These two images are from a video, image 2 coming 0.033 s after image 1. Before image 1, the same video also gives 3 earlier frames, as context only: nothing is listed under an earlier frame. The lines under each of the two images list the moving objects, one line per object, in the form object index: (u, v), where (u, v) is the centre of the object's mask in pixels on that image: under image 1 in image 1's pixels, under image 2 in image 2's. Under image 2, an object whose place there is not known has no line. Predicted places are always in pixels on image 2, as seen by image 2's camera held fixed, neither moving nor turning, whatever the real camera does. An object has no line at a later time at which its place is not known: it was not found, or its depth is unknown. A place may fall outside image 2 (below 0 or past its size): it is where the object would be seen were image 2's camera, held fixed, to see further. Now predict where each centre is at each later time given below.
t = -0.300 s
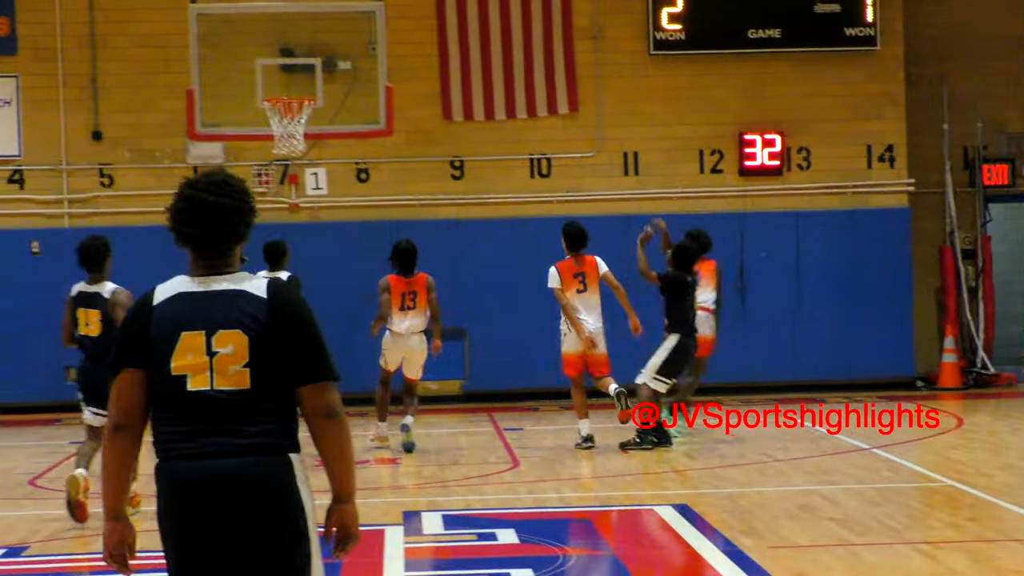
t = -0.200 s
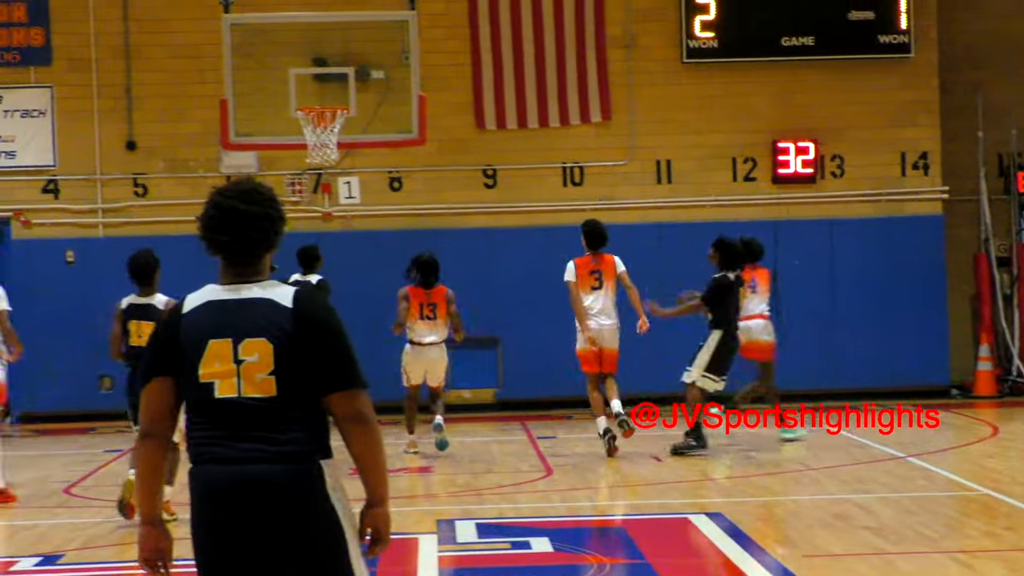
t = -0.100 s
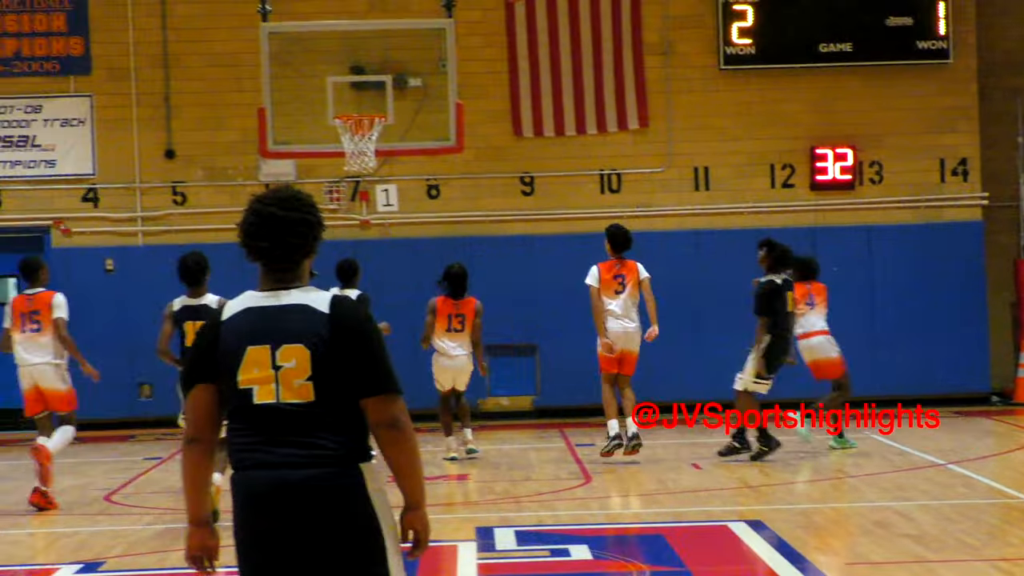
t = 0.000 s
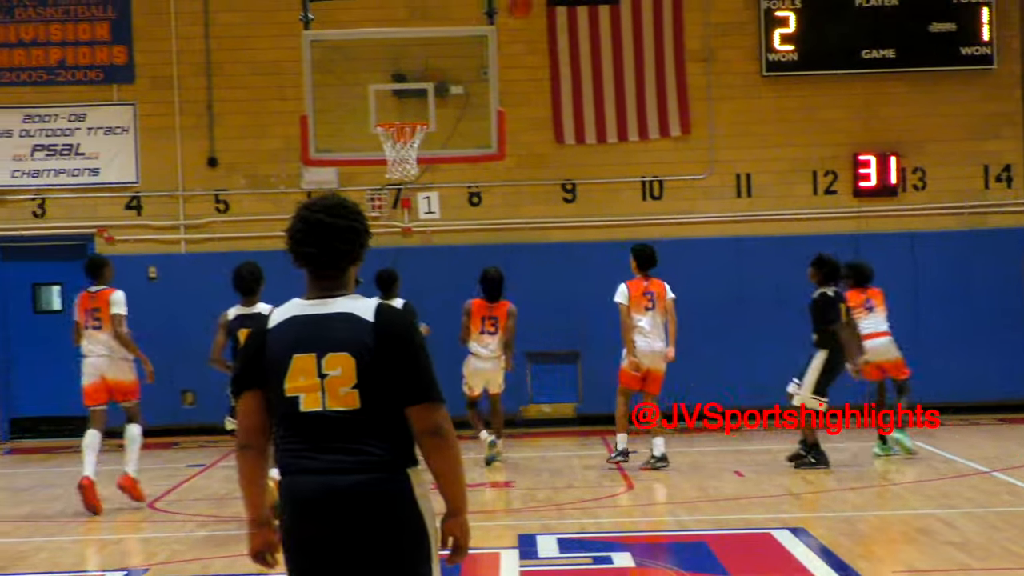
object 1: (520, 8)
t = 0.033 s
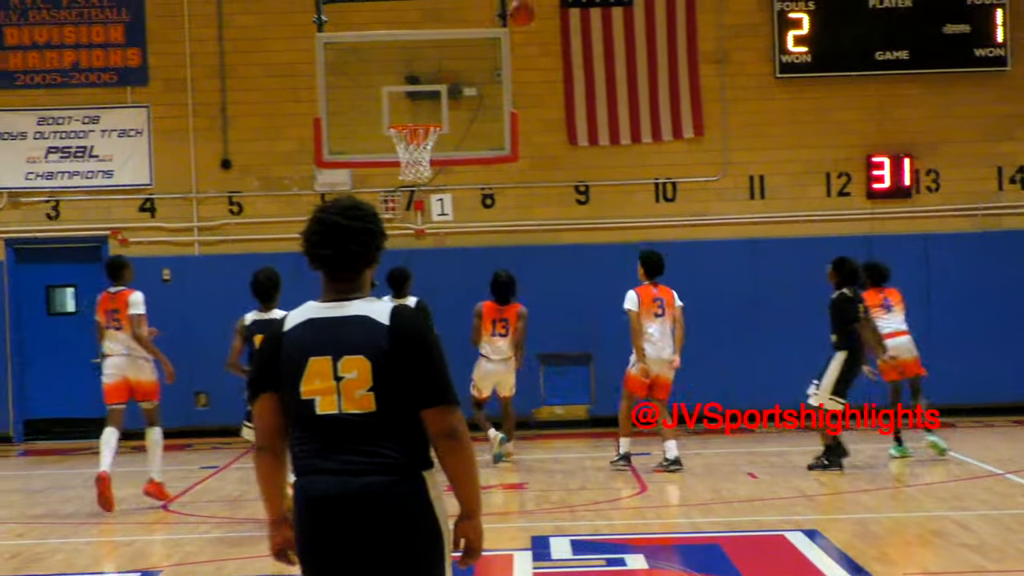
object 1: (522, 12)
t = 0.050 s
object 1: (515, 17)
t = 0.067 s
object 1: (511, 21)
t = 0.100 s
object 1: (500, 28)
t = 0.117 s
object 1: (495, 33)
